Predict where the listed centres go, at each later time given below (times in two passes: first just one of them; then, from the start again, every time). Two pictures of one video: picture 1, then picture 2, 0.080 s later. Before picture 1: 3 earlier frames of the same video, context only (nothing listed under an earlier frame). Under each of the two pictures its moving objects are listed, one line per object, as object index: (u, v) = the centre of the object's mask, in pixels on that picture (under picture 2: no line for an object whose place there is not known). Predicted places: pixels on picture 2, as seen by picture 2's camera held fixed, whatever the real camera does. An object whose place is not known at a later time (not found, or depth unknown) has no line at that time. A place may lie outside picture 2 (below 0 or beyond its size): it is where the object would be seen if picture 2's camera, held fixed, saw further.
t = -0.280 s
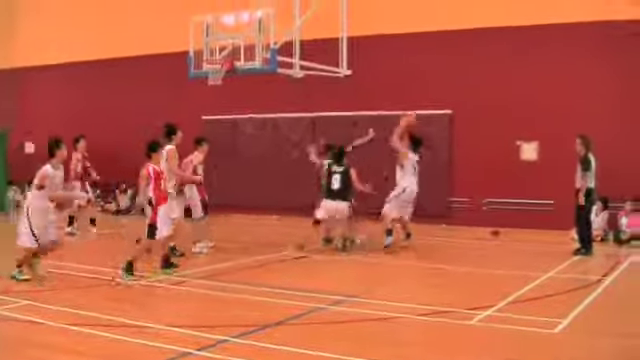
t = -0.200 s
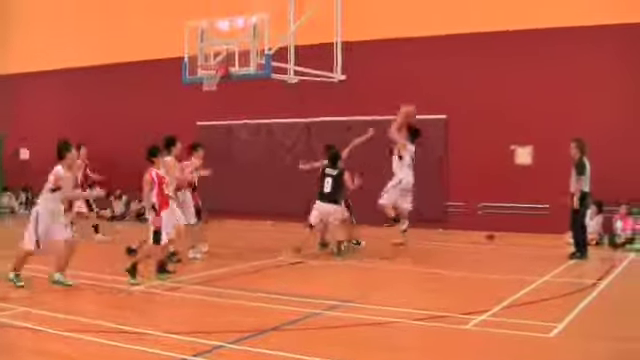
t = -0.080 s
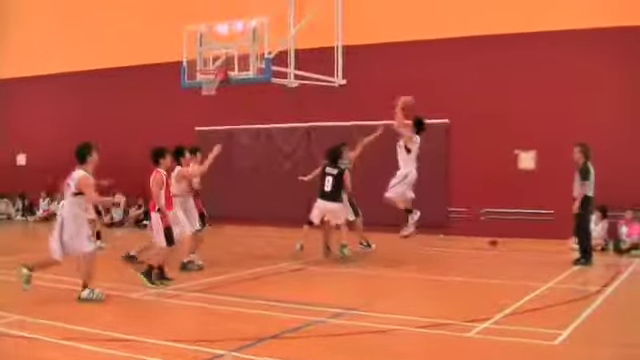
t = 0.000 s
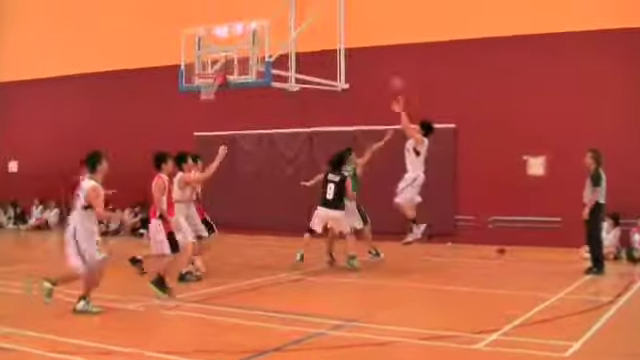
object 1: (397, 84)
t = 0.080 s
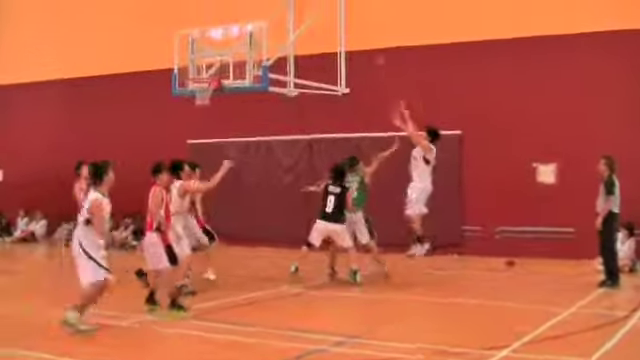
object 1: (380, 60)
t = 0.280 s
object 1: (329, 28)
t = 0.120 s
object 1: (372, 54)
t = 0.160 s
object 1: (359, 46)
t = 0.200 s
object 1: (351, 41)
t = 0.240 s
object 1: (339, 34)
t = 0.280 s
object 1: (329, 28)
